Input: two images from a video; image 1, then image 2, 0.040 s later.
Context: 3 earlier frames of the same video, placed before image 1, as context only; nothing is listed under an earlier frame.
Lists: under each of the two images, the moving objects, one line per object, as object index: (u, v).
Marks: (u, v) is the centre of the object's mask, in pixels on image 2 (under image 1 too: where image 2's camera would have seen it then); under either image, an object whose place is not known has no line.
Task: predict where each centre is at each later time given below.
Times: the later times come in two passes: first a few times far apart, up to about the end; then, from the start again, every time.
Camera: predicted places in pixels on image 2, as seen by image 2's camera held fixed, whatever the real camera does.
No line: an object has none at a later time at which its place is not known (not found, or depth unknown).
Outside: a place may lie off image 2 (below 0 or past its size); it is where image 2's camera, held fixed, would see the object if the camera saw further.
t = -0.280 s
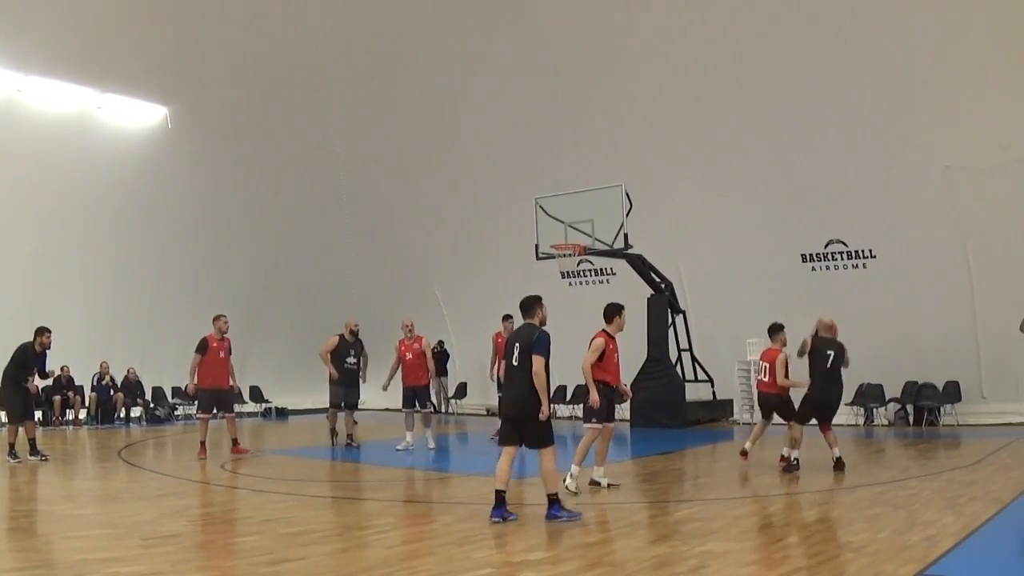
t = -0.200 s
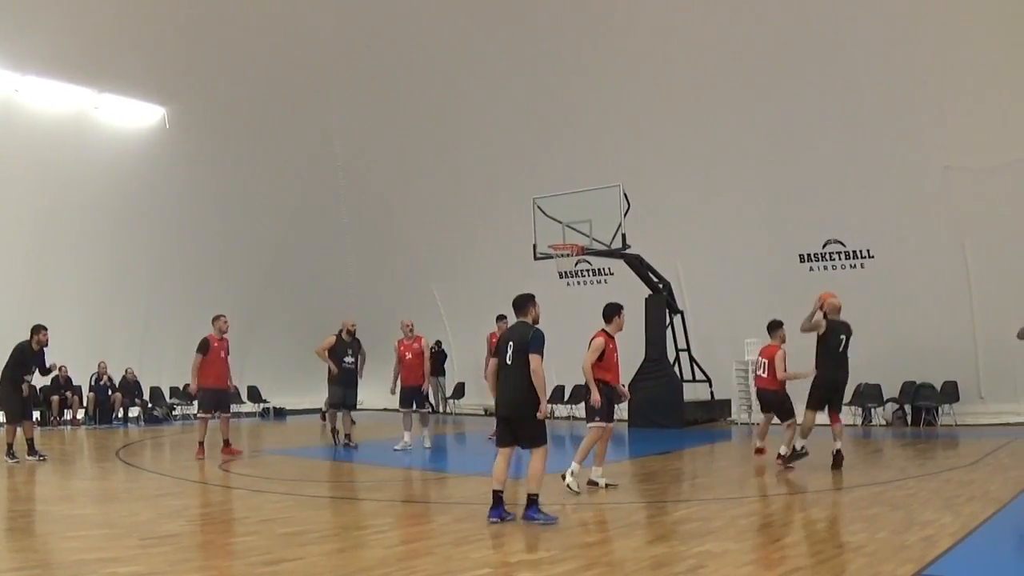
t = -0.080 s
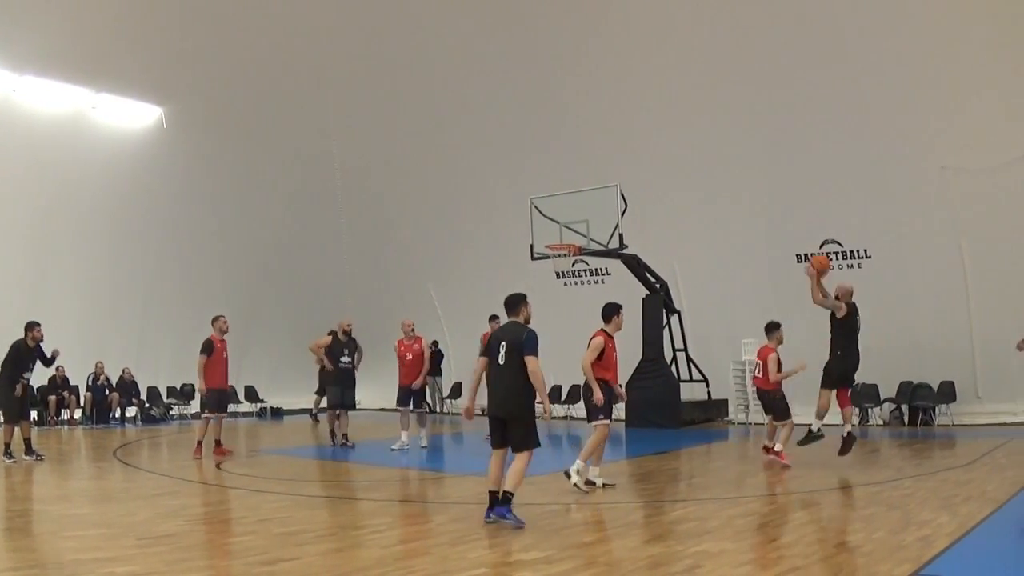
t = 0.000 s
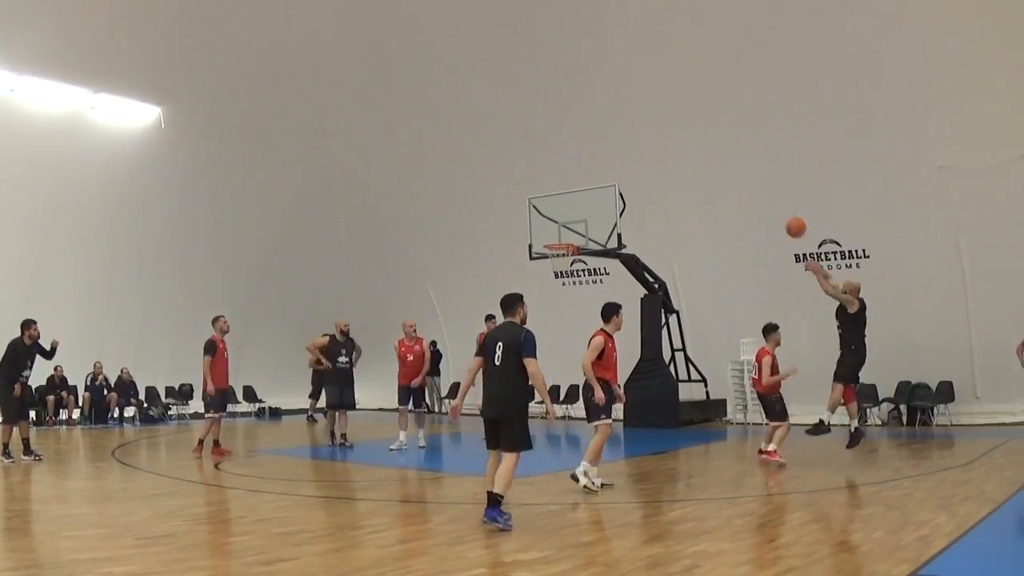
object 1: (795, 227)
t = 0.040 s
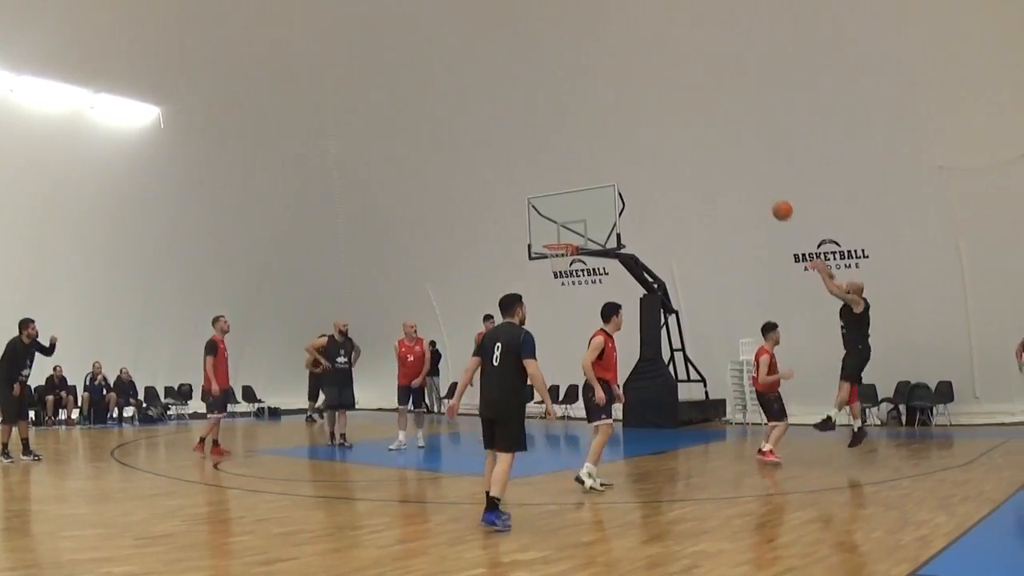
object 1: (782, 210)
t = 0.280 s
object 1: (716, 144)
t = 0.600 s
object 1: (645, 131)
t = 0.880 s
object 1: (592, 174)
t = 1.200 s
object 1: (538, 218)
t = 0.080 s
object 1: (770, 195)
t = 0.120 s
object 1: (758, 182)
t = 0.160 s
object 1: (747, 170)
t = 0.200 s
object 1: (736, 160)
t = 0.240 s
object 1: (726, 151)
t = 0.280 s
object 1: (716, 144)
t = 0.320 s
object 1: (706, 138)
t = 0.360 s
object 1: (696, 134)
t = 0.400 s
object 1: (687, 131)
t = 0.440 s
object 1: (678, 128)
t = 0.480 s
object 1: (670, 128)
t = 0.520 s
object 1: (661, 128)
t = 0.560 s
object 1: (653, 129)
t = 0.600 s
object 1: (645, 131)
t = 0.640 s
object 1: (637, 134)
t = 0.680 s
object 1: (630, 139)
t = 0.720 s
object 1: (622, 144)
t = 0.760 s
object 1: (615, 150)
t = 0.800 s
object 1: (607, 157)
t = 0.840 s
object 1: (599, 165)
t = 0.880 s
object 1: (592, 174)
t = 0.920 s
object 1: (586, 183)
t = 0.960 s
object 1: (578, 194)
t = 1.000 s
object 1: (570, 205)
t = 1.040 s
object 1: (563, 217)
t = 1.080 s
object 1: (556, 229)
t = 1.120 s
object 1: (550, 237)
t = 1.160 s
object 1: (544, 228)
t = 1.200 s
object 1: (538, 218)
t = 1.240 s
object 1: (532, 209)
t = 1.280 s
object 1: (528, 201)
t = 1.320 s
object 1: (523, 194)
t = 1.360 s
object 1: (519, 187)
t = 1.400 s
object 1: (516, 183)
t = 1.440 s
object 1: (509, 178)
